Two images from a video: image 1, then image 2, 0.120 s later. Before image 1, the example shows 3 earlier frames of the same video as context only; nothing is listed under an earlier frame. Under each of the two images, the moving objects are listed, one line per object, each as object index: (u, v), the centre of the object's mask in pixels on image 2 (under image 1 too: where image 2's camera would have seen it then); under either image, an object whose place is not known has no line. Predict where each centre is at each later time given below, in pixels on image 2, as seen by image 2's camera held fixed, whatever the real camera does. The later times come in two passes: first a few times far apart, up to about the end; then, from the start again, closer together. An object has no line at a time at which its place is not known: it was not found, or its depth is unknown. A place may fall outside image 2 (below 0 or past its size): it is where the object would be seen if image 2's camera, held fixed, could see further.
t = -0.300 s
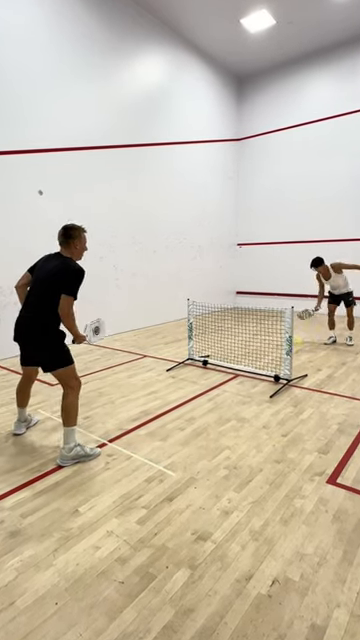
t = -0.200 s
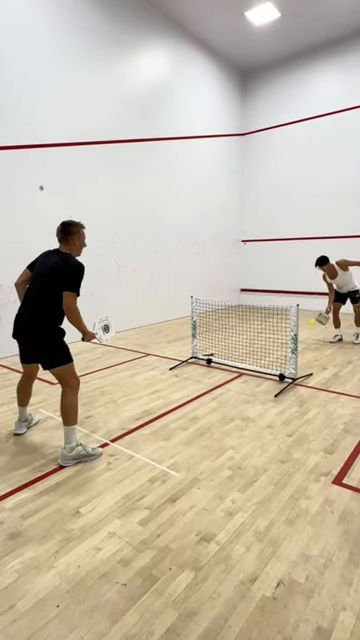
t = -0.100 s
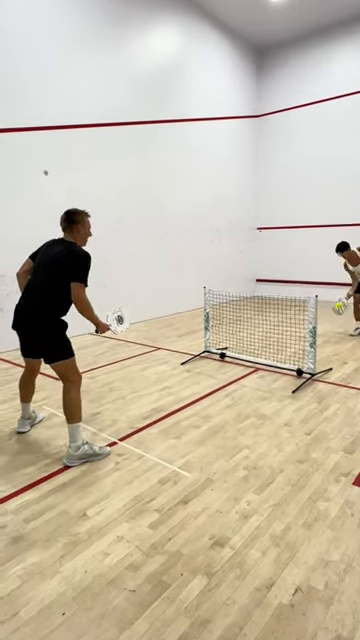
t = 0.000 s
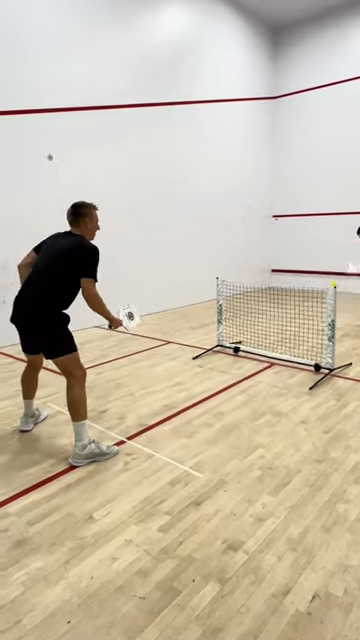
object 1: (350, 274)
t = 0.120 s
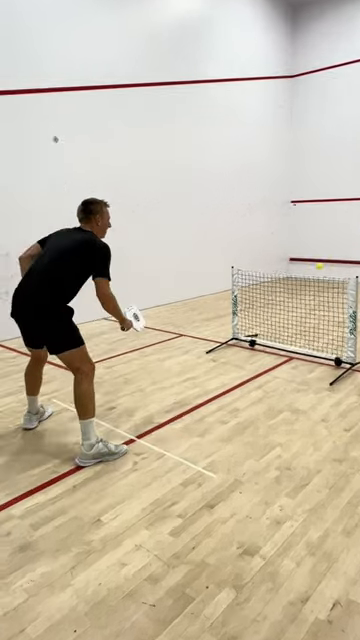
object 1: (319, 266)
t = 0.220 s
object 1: (286, 269)
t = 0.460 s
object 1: (171, 332)
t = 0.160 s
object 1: (303, 266)
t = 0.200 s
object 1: (291, 266)
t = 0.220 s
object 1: (286, 269)
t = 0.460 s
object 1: (171, 332)
